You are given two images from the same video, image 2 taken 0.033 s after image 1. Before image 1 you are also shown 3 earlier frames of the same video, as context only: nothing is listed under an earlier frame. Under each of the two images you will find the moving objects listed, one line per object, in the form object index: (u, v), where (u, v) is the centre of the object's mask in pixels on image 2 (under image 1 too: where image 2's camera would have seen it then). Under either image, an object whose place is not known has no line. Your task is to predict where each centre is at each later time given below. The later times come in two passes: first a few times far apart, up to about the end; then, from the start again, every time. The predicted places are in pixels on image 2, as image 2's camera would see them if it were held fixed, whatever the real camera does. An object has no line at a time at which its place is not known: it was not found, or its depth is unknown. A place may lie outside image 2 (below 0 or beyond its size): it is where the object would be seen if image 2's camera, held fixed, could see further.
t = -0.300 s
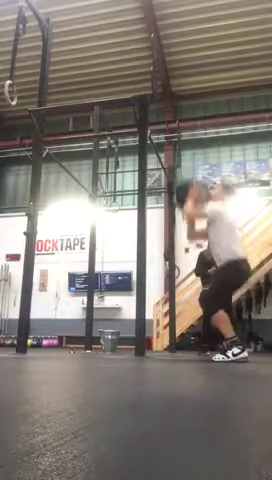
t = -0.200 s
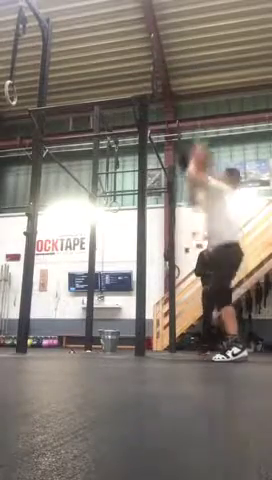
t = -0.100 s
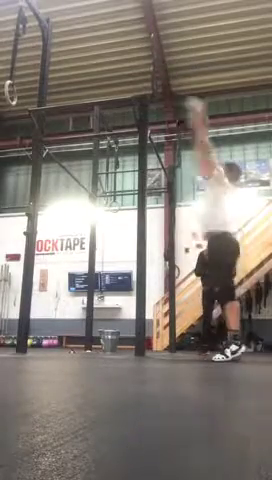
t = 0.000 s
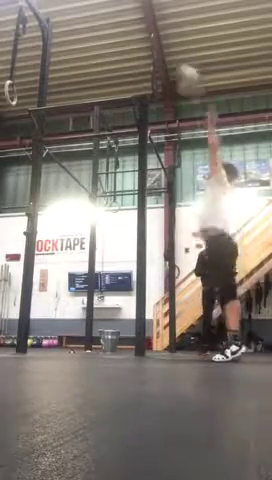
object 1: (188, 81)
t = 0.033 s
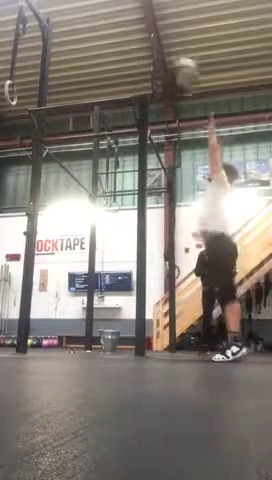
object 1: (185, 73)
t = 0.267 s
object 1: (172, 44)
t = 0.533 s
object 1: (176, 51)
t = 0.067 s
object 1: (181, 67)
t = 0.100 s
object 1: (180, 61)
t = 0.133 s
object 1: (178, 56)
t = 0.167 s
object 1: (177, 49)
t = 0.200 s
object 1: (175, 47)
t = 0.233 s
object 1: (172, 45)
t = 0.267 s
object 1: (172, 44)
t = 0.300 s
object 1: (171, 43)
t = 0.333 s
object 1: (170, 42)
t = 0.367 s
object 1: (170, 43)
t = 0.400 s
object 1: (171, 43)
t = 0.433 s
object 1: (171, 44)
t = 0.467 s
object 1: (172, 45)
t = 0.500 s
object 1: (176, 48)
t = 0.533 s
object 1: (176, 51)
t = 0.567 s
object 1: (178, 58)
